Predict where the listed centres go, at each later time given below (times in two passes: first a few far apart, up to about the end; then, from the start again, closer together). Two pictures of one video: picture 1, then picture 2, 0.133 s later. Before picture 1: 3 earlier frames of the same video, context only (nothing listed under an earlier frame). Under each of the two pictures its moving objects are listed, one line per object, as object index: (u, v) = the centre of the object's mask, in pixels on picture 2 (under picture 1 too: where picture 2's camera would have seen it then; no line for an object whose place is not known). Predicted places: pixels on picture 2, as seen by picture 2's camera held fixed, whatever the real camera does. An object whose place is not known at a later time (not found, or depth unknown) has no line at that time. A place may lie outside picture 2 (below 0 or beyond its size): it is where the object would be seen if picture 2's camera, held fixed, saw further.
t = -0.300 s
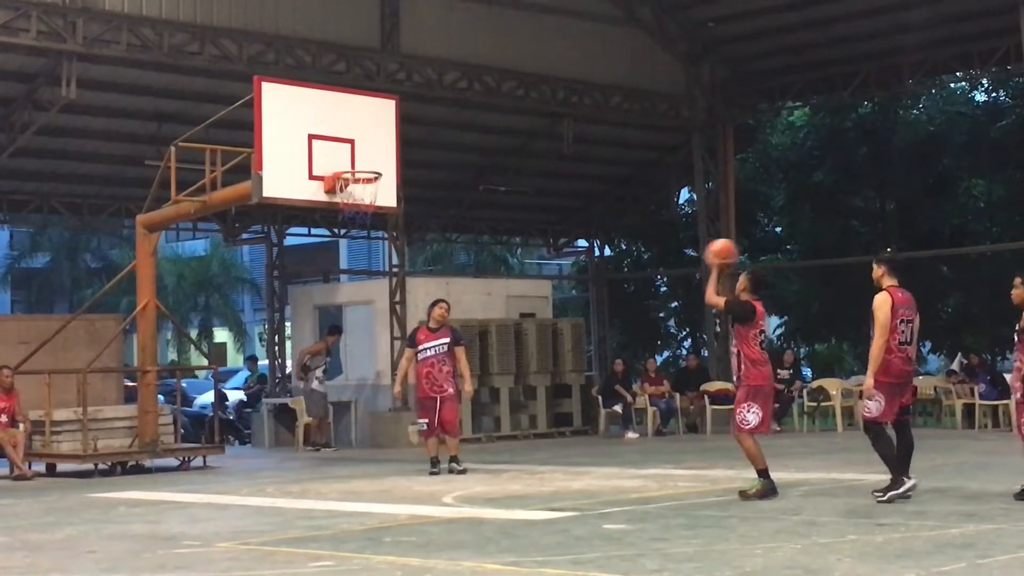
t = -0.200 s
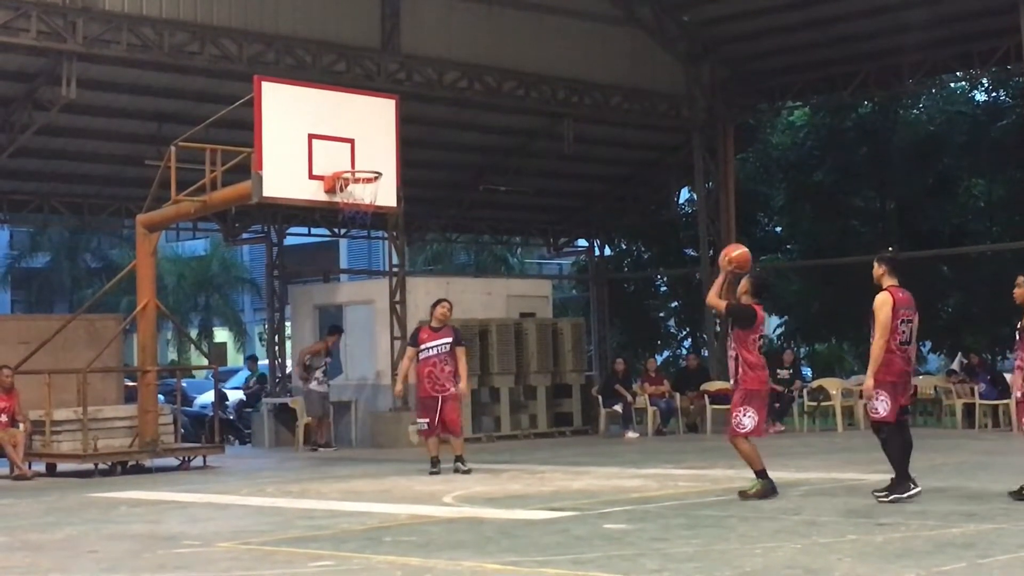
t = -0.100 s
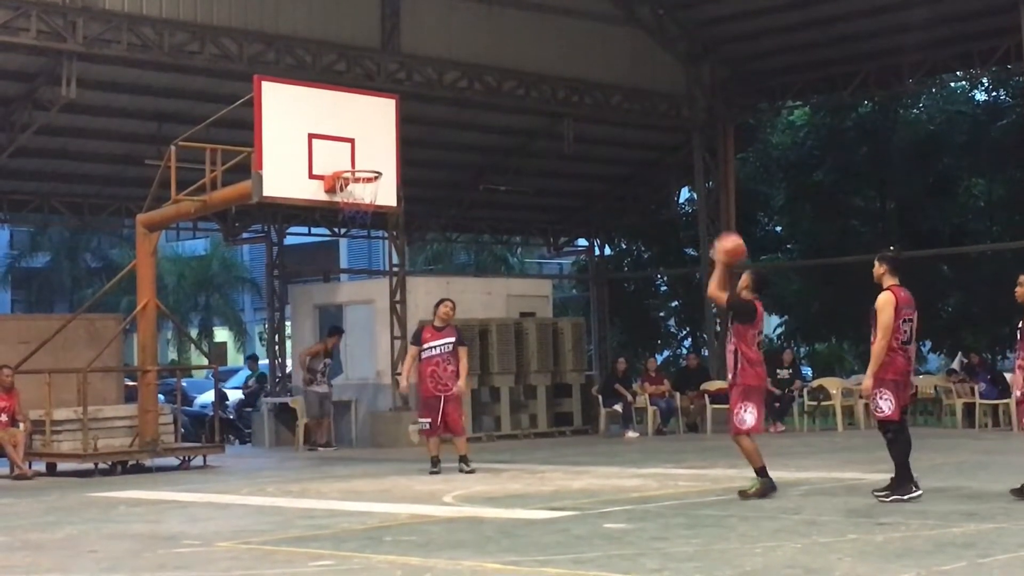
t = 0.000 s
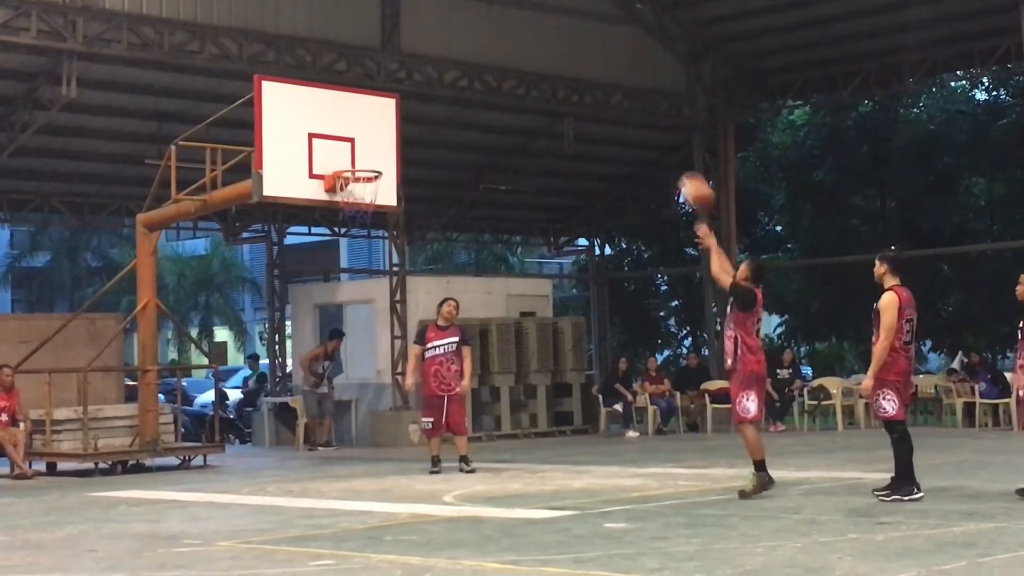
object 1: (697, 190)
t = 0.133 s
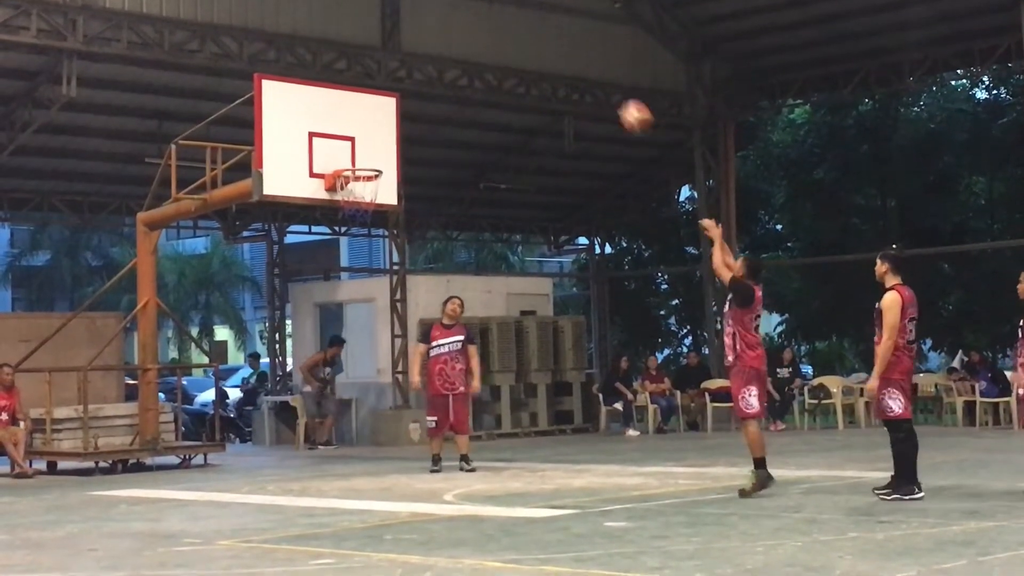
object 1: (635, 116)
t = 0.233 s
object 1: (593, 77)
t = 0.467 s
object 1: (503, 35)
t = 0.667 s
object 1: (436, 46)
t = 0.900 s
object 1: (366, 111)
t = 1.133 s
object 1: (333, 136)
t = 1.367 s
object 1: (363, 119)
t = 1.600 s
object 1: (395, 155)
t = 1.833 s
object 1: (430, 252)
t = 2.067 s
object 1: (471, 417)
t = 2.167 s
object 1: (484, 453)
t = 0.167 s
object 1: (621, 102)
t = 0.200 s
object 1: (607, 89)
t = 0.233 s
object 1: (593, 77)
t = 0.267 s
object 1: (579, 67)
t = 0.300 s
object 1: (565, 58)
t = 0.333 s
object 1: (553, 51)
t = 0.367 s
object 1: (539, 44)
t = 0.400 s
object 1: (527, 40)
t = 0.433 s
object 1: (516, 37)
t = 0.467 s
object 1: (503, 35)
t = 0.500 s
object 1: (492, 34)
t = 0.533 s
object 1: (480, 35)
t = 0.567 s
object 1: (469, 36)
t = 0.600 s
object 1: (458, 38)
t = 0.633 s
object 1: (447, 41)
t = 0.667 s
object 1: (436, 46)
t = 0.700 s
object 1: (425, 52)
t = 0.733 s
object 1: (415, 59)
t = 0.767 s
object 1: (404, 67)
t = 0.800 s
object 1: (393, 76)
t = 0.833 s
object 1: (383, 85)
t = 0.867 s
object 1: (375, 96)
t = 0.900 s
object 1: (366, 111)
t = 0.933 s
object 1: (356, 123)
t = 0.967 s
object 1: (347, 138)
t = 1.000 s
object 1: (337, 153)
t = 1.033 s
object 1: (330, 160)
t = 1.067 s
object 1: (326, 152)
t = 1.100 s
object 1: (330, 144)
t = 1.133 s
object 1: (333, 136)
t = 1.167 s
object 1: (337, 131)
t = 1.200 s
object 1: (343, 126)
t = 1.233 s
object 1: (346, 122)
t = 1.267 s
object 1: (350, 119)
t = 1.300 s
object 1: (354, 118)
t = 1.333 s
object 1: (358, 118)
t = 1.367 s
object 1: (363, 119)
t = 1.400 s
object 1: (367, 120)
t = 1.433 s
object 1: (372, 124)
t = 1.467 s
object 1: (376, 127)
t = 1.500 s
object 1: (381, 132)
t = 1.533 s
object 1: (386, 139)
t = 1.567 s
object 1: (390, 146)
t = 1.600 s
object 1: (395, 155)
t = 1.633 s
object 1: (400, 166)
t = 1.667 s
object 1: (405, 177)
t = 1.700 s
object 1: (410, 190)
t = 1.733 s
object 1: (414, 203)
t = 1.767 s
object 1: (420, 219)
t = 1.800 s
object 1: (425, 234)
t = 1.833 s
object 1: (430, 252)
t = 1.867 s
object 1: (436, 271)
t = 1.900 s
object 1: (443, 293)
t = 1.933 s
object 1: (448, 315)
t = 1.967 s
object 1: (454, 336)
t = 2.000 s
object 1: (460, 362)
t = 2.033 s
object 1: (466, 389)
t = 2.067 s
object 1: (471, 417)
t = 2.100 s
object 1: (478, 445)
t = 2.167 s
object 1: (484, 453)
